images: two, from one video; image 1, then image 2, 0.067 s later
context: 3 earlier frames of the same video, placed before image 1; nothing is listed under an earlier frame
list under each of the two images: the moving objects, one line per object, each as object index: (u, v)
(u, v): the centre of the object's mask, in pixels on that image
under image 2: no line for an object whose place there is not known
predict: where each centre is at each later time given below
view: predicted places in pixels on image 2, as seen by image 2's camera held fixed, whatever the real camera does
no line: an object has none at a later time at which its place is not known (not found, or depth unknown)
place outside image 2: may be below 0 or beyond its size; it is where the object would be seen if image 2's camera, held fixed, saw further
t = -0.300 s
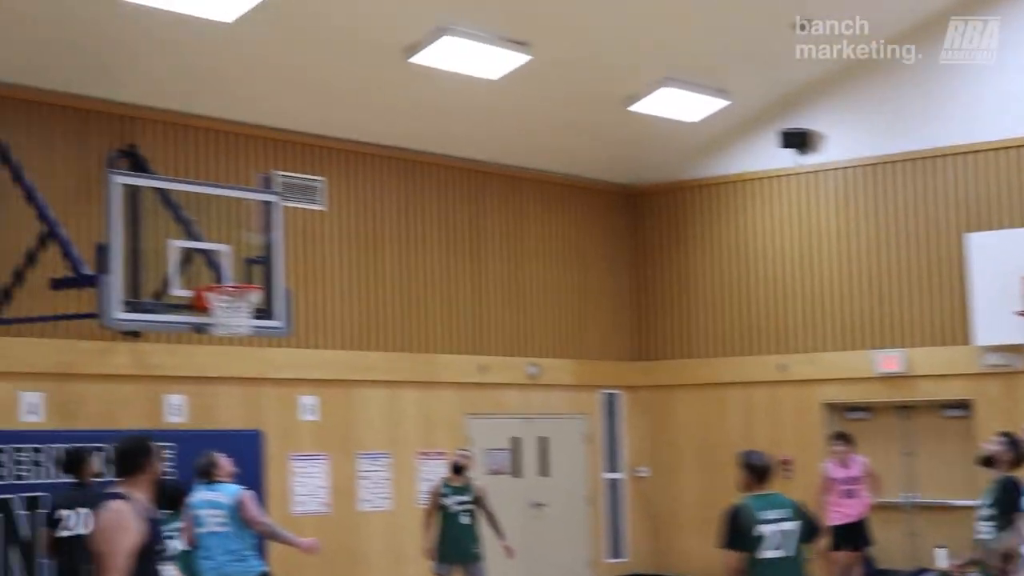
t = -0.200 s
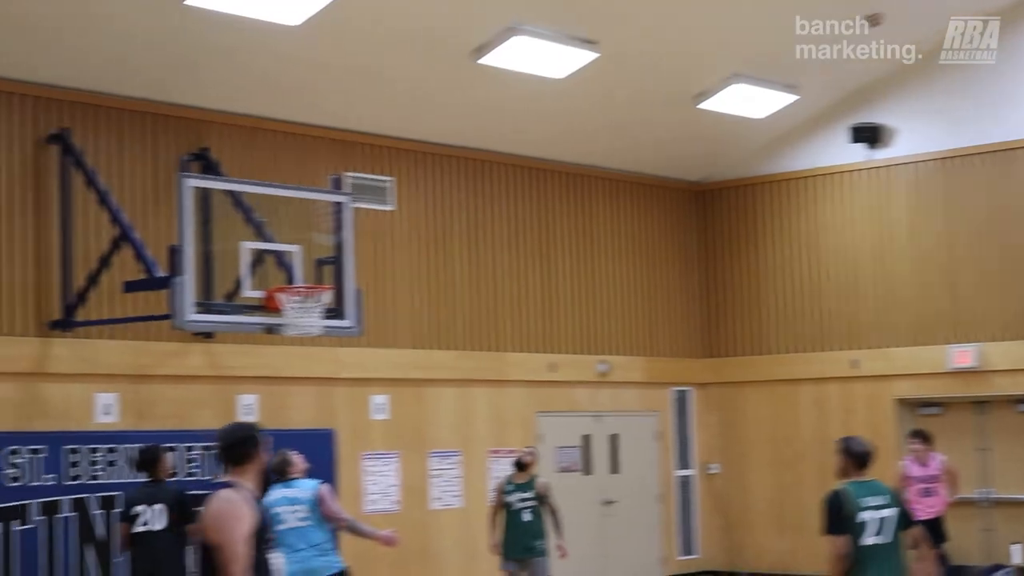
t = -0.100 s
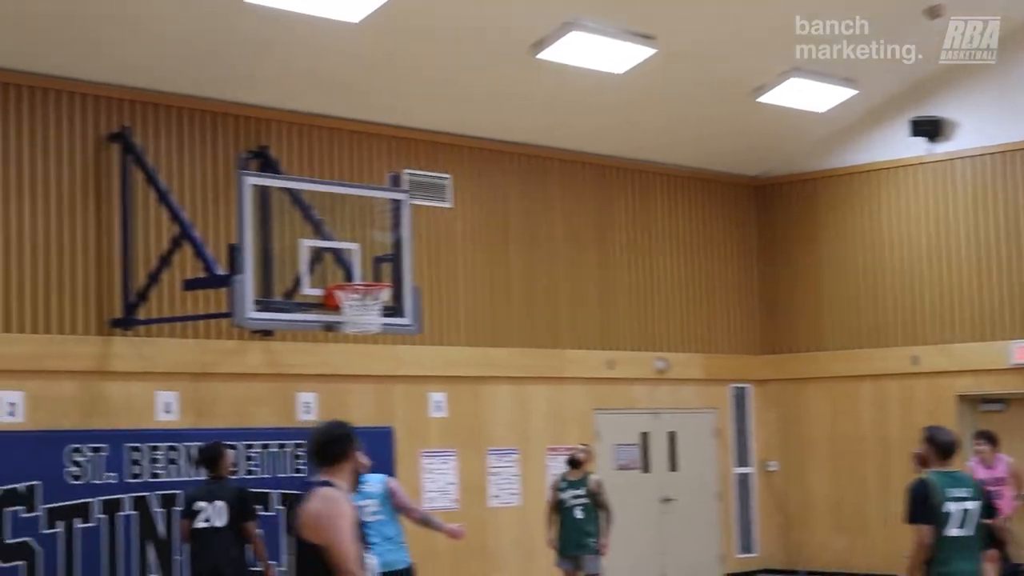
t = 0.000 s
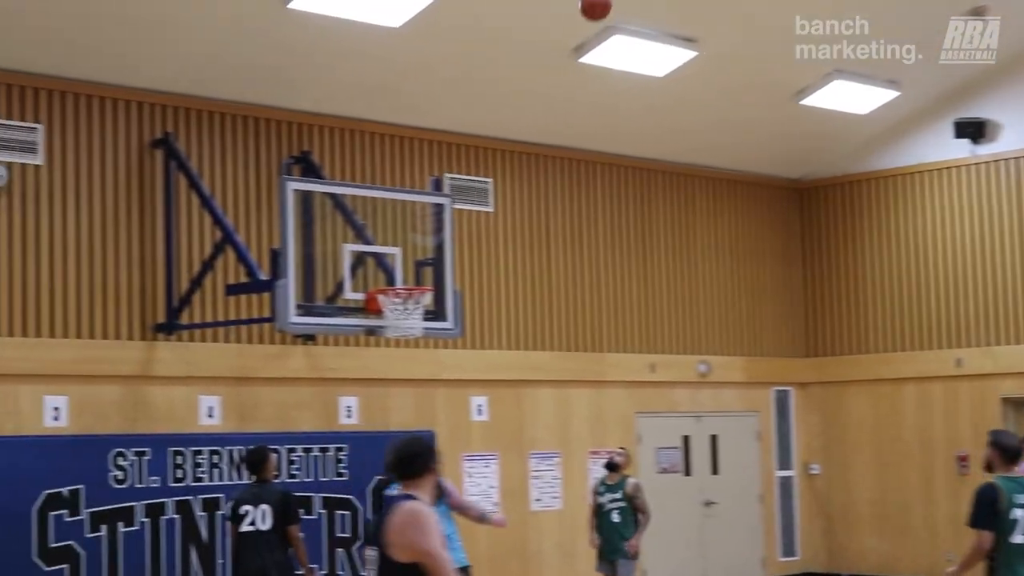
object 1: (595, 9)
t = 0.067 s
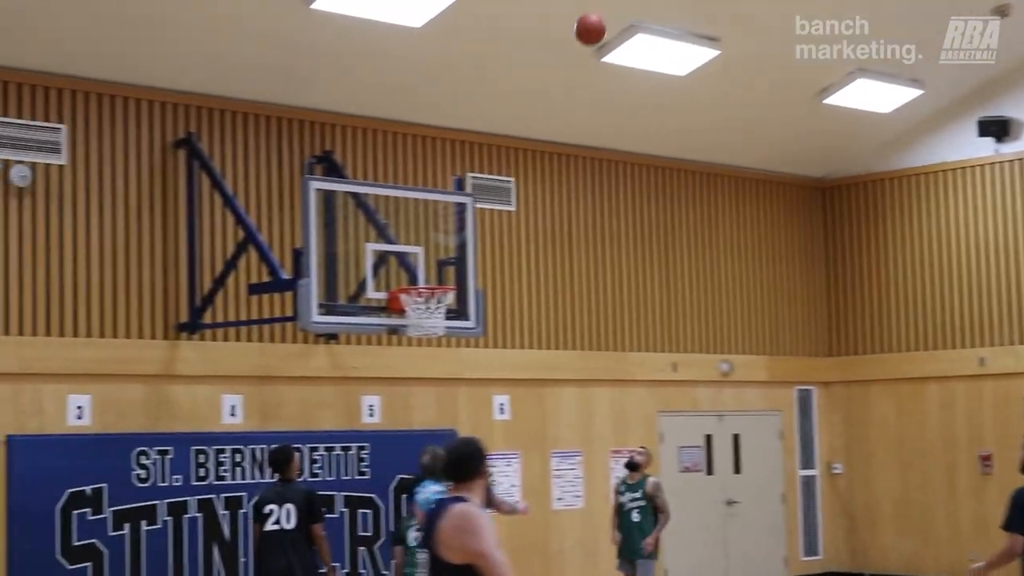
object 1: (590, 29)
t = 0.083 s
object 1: (583, 36)
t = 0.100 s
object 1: (576, 44)
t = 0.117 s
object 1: (568, 52)
